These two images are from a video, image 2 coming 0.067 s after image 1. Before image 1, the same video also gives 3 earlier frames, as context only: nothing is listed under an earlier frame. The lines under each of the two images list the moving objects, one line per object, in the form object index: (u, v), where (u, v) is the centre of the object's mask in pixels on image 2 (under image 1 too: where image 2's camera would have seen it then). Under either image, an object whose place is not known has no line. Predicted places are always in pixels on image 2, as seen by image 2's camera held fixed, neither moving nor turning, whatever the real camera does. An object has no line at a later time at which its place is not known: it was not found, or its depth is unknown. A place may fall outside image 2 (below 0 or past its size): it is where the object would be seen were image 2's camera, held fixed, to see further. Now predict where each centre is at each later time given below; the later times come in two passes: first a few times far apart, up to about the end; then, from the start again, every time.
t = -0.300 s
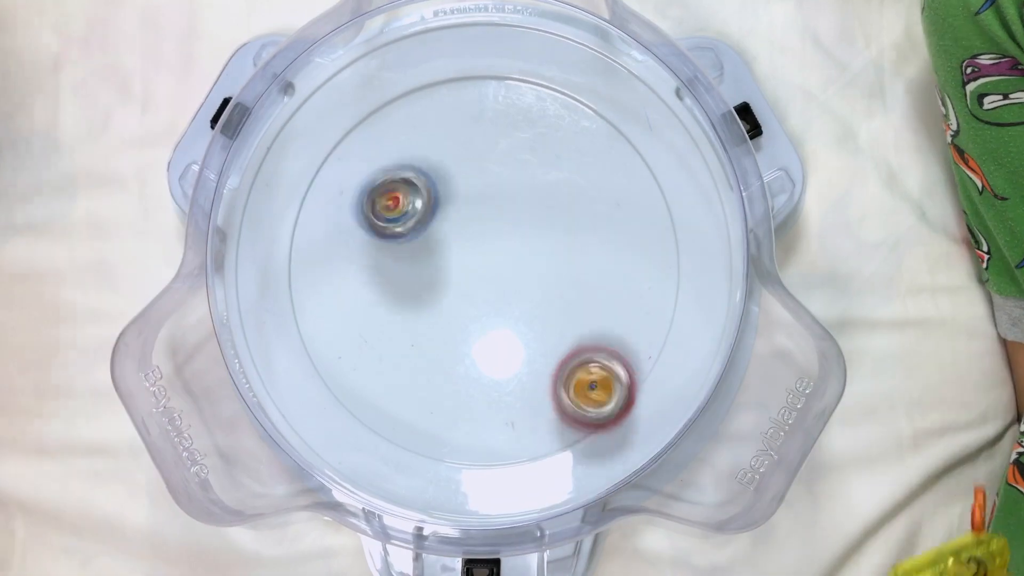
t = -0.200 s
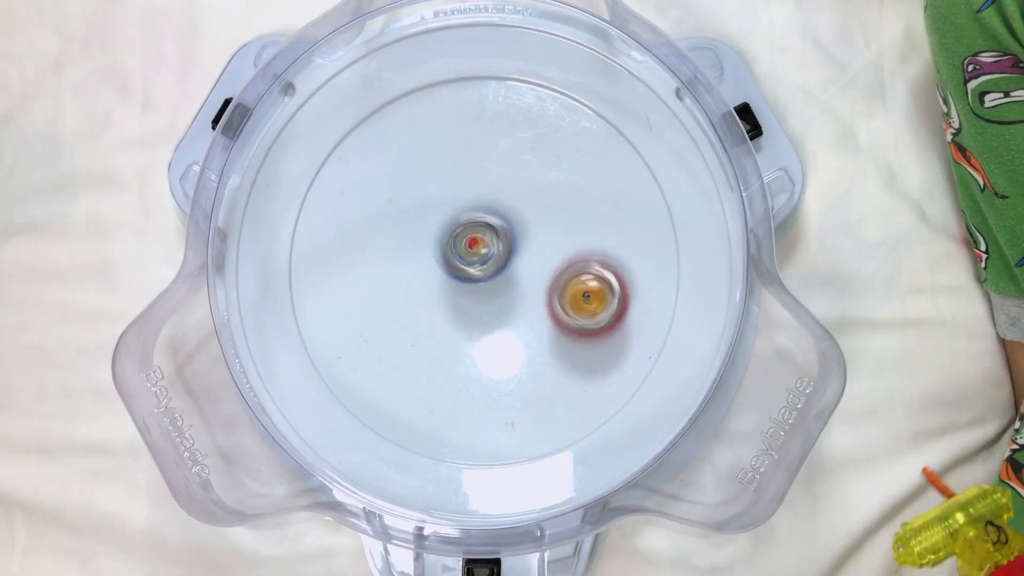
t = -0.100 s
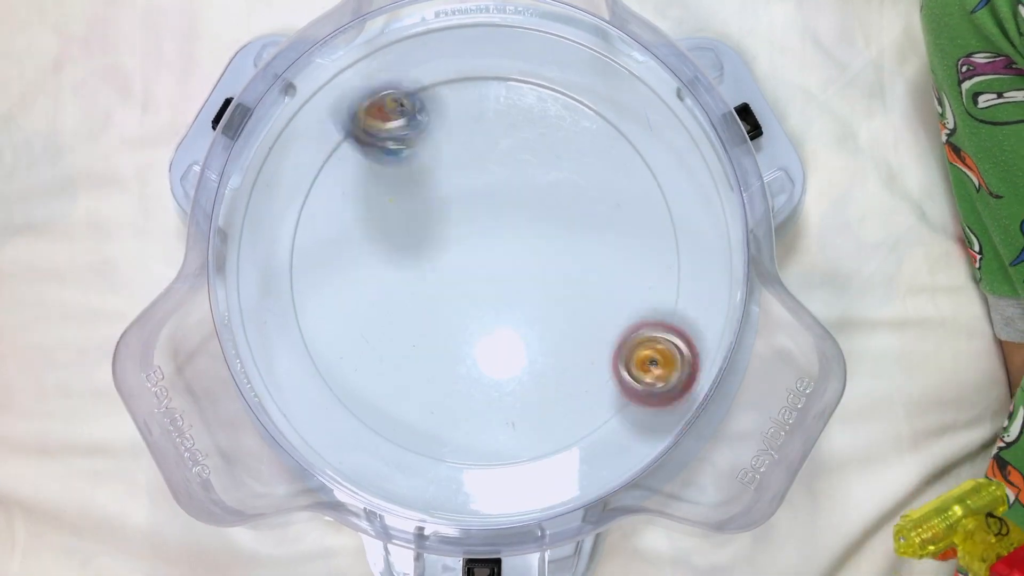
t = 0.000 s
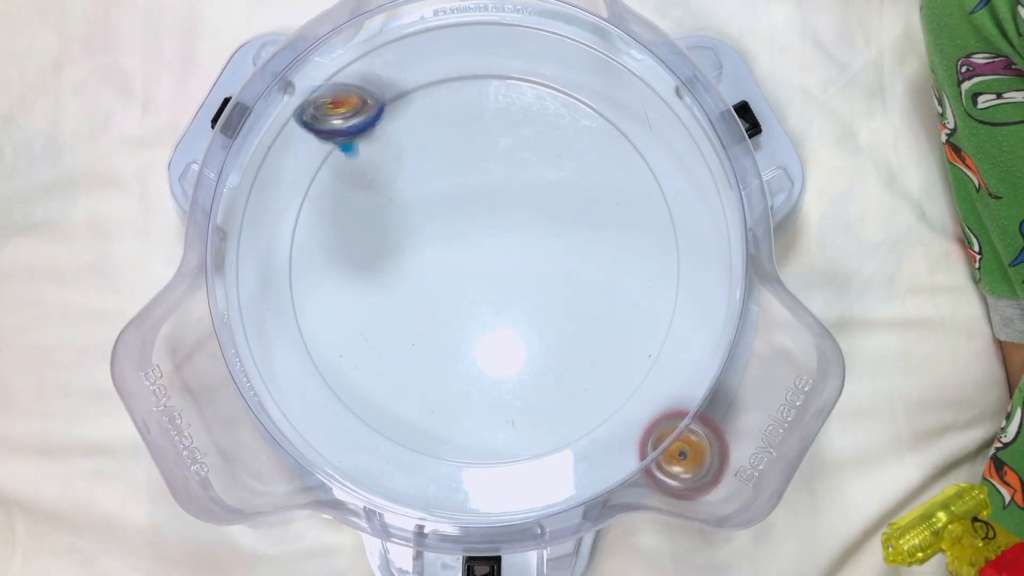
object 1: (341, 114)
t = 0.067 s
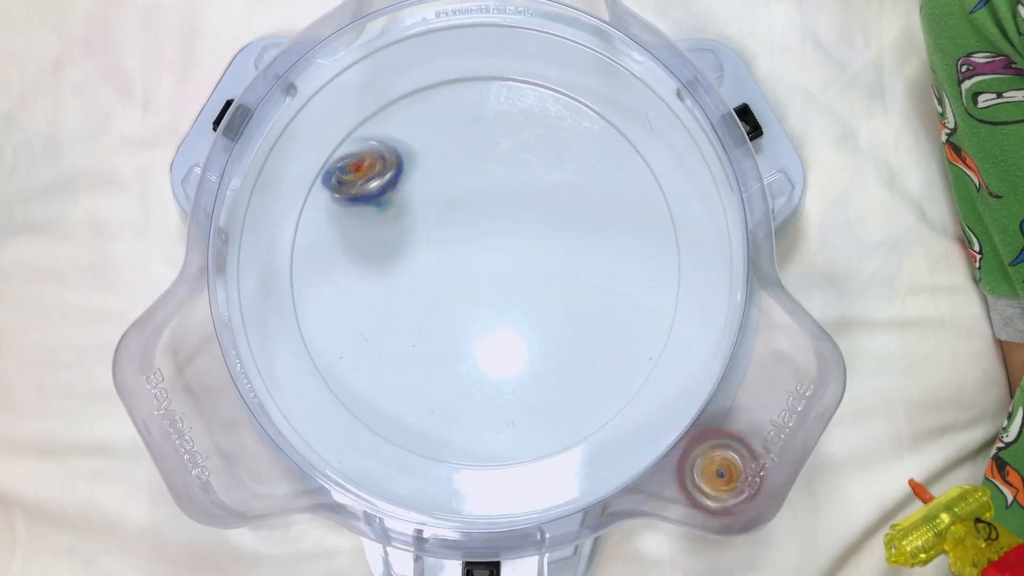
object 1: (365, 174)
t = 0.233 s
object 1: (444, 359)
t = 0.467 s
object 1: (525, 412)
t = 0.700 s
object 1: (465, 251)
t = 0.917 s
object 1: (404, 129)
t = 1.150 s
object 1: (433, 159)
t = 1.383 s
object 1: (535, 248)
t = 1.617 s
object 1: (628, 297)
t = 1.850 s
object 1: (652, 303)
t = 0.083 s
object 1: (369, 192)
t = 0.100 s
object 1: (375, 212)
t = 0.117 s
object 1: (384, 232)
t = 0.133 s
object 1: (390, 253)
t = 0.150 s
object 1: (399, 275)
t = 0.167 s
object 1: (408, 296)
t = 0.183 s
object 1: (417, 316)
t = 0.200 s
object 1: (427, 331)
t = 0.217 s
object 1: (434, 342)
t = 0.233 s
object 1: (444, 359)
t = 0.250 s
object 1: (451, 371)
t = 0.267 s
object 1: (460, 387)
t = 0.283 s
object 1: (469, 398)
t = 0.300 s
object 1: (478, 407)
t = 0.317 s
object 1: (486, 414)
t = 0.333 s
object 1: (494, 422)
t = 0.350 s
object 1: (500, 428)
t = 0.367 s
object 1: (508, 428)
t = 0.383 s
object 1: (512, 433)
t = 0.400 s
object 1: (517, 429)
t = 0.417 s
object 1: (520, 430)
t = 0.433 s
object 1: (523, 425)
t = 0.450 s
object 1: (526, 419)
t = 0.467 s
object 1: (525, 412)
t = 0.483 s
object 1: (526, 408)
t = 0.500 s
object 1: (524, 400)
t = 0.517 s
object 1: (523, 390)
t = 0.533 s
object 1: (519, 381)
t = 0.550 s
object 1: (516, 364)
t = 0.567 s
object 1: (510, 355)
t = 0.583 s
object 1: (505, 340)
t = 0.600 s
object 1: (500, 330)
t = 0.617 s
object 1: (493, 317)
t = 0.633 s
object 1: (489, 304)
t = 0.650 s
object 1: (482, 291)
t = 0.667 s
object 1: (477, 278)
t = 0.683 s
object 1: (470, 265)
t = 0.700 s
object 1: (465, 251)
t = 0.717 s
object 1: (459, 240)
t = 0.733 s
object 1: (453, 225)
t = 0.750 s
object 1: (448, 216)
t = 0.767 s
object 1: (442, 204)
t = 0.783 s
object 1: (437, 195)
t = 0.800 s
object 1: (431, 184)
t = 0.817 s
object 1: (428, 175)
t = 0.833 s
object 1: (422, 167)
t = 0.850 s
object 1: (418, 158)
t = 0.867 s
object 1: (415, 151)
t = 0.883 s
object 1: (411, 142)
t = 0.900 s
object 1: (408, 136)
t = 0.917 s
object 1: (404, 129)
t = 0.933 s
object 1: (403, 123)
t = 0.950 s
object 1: (400, 117)
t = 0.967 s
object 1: (399, 110)
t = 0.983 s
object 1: (397, 107)
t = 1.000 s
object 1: (398, 106)
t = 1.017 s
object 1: (400, 108)
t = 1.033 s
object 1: (403, 112)
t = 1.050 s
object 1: (408, 117)
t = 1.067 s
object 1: (411, 123)
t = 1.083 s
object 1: (416, 128)
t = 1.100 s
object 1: (419, 136)
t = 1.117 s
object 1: (423, 143)
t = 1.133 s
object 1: (428, 151)
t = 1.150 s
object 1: (433, 159)
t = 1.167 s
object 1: (439, 165)
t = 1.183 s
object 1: (445, 174)
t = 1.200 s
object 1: (450, 180)
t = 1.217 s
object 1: (458, 187)
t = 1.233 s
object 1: (463, 195)
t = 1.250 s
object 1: (472, 201)
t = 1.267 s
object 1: (479, 209)
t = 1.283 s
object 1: (486, 215)
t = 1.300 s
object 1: (495, 220)
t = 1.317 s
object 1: (501, 227)
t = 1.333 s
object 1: (511, 232)
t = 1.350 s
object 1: (519, 239)
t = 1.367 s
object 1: (526, 244)
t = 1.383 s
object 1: (535, 248)
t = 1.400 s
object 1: (543, 253)
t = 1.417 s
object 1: (551, 256)
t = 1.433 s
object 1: (561, 261)
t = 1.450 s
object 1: (567, 265)
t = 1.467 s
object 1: (576, 269)
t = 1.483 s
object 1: (583, 273)
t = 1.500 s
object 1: (589, 275)
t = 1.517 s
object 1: (597, 279)
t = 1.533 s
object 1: (603, 282)
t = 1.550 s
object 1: (609, 284)
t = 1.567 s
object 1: (614, 288)
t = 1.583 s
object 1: (619, 290)
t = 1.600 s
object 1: (625, 293)
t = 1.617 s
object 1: (628, 297)
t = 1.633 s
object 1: (633, 298)
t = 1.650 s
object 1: (638, 301)
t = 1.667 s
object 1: (641, 304)
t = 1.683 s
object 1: (645, 305)
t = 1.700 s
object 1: (649, 308)
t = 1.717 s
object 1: (650, 308)
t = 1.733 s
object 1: (654, 309)
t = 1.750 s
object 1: (655, 310)
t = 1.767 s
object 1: (656, 310)
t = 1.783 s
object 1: (658, 310)
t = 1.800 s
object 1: (657, 309)
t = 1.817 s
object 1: (657, 306)
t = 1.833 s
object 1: (656, 306)
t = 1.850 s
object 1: (652, 303)
